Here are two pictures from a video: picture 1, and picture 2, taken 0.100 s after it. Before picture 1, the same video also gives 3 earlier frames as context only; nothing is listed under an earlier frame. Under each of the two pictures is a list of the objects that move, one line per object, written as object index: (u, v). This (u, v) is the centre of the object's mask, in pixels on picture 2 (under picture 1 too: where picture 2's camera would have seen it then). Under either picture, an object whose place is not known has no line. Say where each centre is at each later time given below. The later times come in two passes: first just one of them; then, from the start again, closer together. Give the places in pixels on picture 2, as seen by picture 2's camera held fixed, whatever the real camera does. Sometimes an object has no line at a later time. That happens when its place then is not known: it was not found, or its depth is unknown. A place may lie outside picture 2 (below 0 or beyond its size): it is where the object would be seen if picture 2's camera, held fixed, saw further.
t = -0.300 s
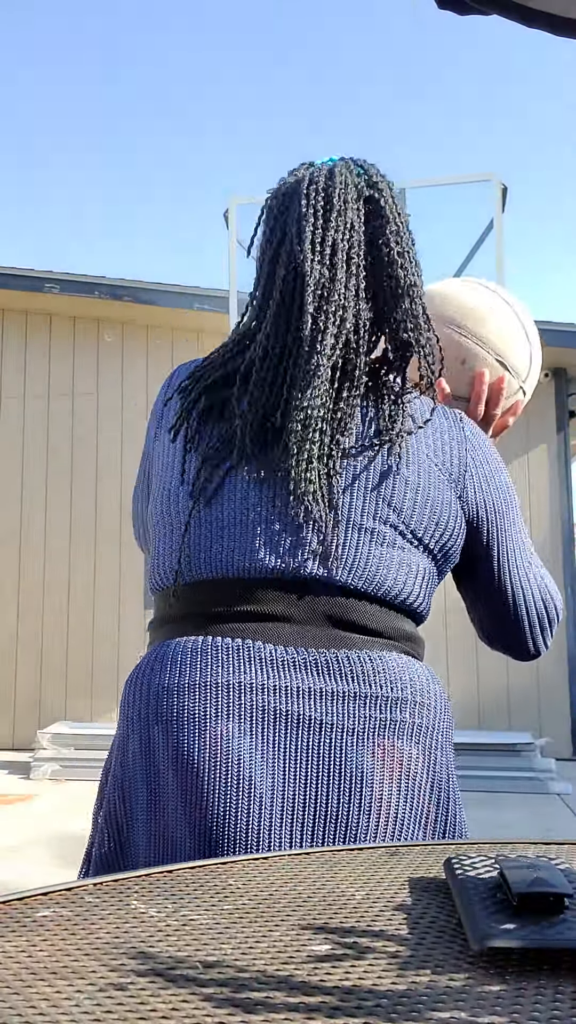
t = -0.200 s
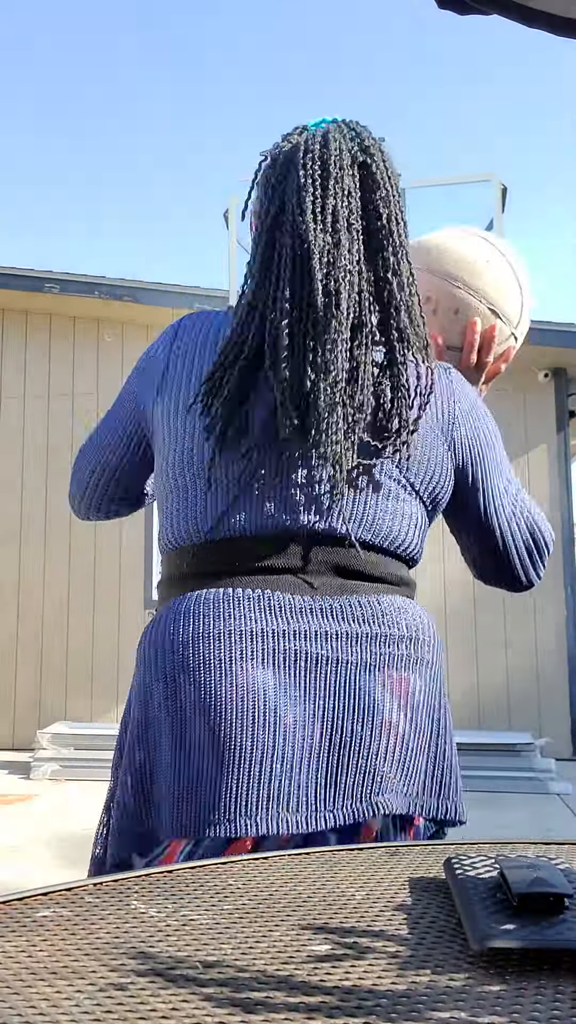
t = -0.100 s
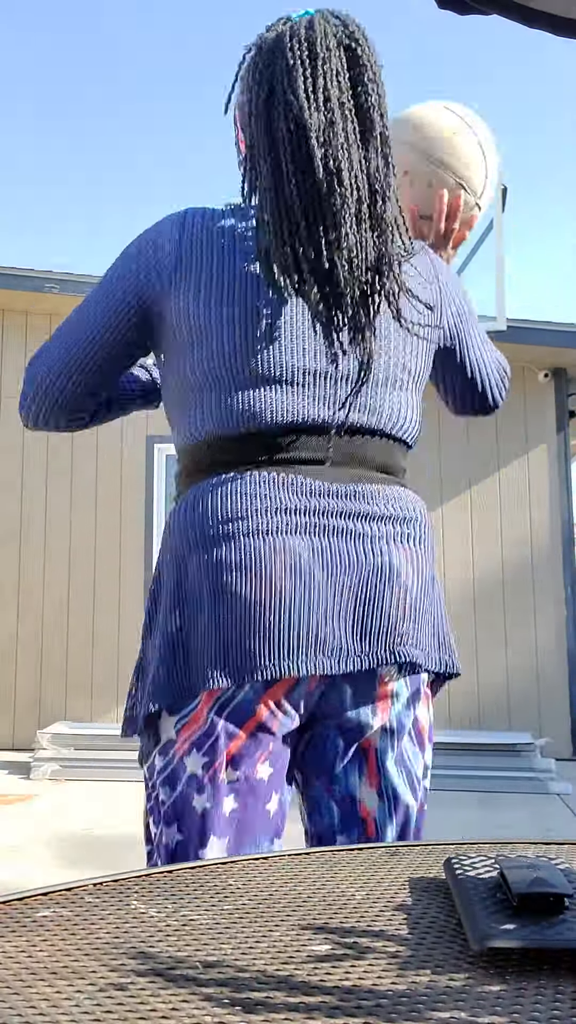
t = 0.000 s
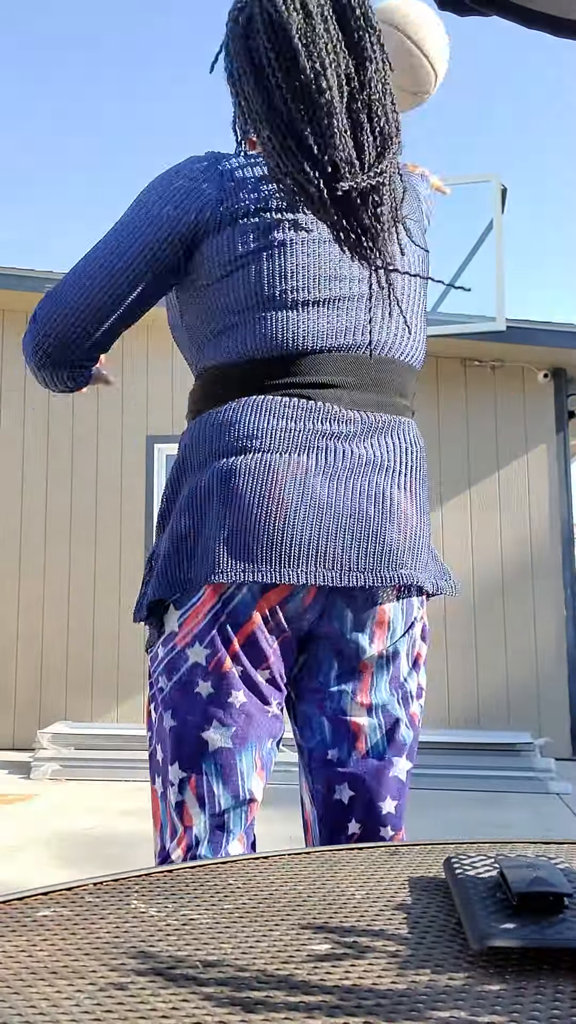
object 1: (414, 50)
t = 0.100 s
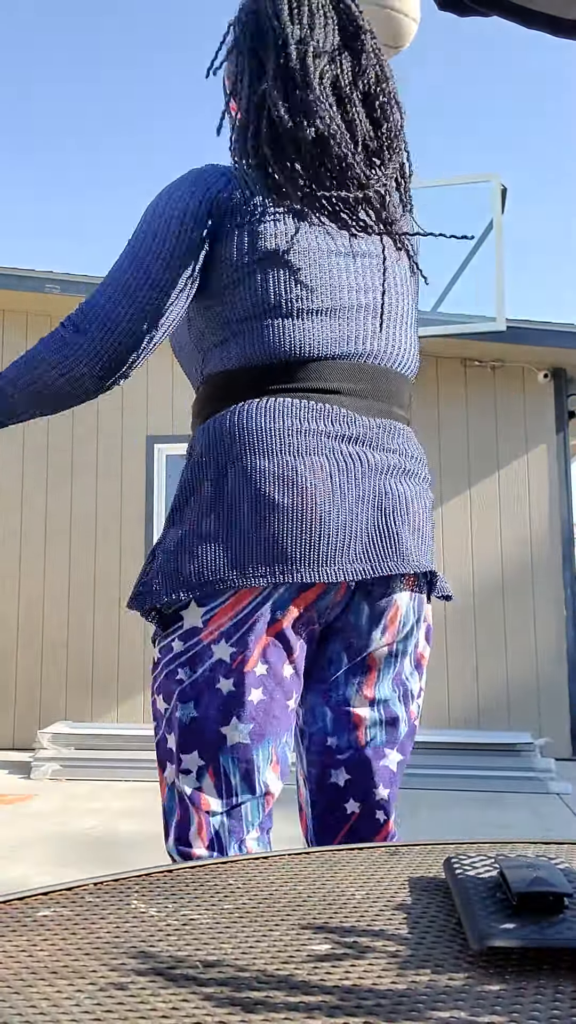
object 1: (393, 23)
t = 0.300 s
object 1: (362, 30)
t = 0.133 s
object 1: (384, 21)
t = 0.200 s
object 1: (369, 22)
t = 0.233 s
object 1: (366, 24)
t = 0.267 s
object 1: (364, 25)
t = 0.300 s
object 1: (362, 30)
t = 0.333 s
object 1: (360, 38)
